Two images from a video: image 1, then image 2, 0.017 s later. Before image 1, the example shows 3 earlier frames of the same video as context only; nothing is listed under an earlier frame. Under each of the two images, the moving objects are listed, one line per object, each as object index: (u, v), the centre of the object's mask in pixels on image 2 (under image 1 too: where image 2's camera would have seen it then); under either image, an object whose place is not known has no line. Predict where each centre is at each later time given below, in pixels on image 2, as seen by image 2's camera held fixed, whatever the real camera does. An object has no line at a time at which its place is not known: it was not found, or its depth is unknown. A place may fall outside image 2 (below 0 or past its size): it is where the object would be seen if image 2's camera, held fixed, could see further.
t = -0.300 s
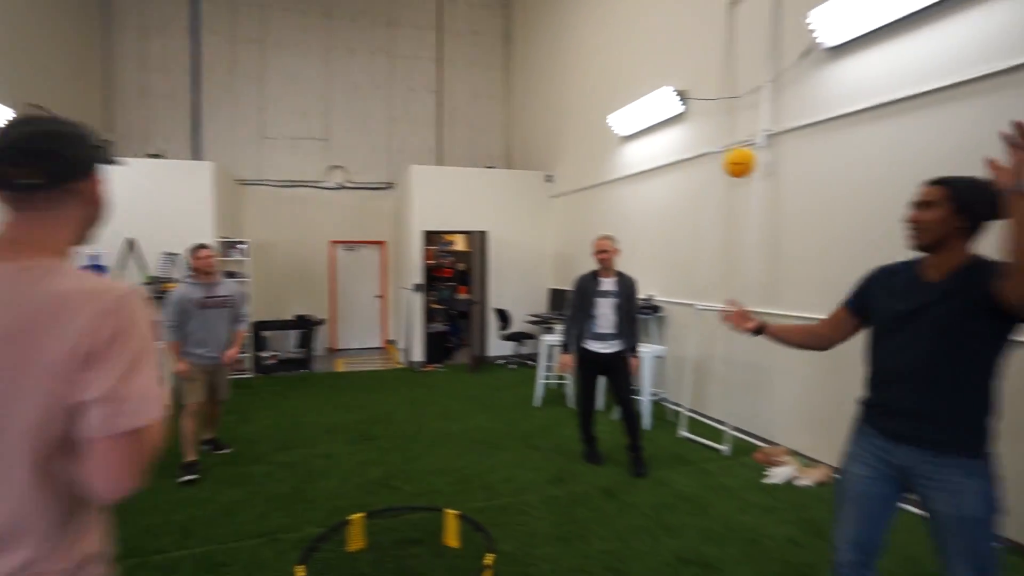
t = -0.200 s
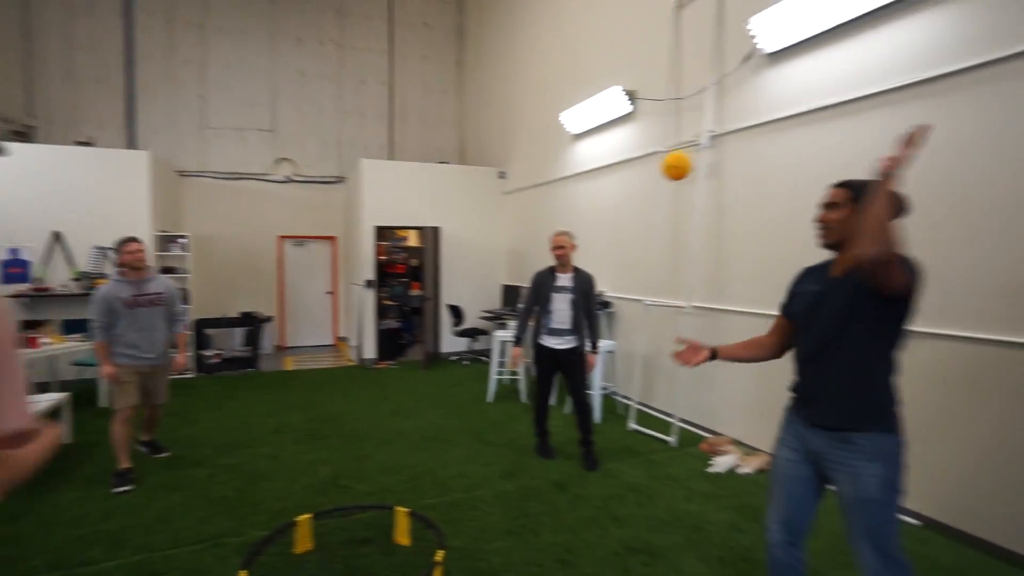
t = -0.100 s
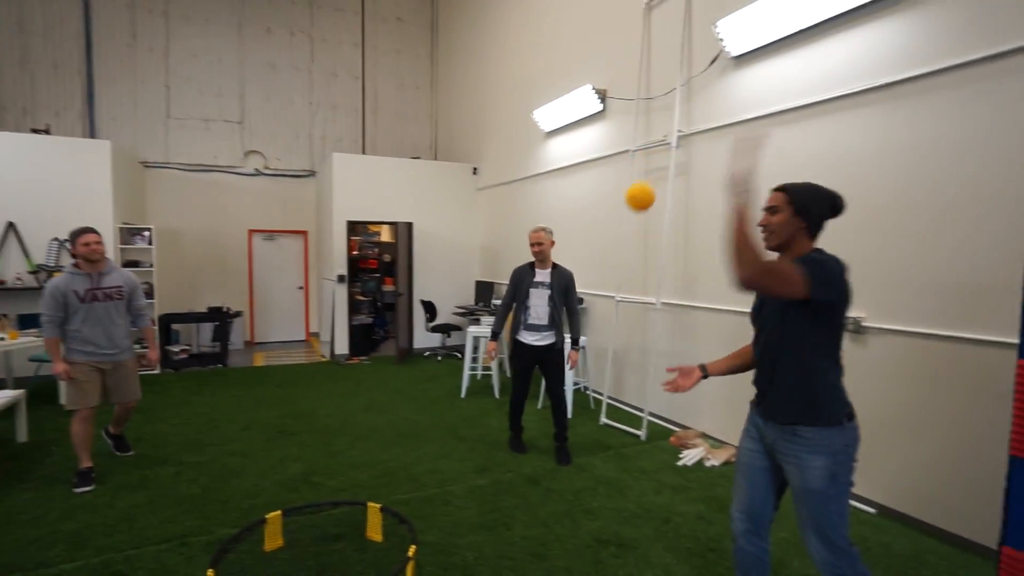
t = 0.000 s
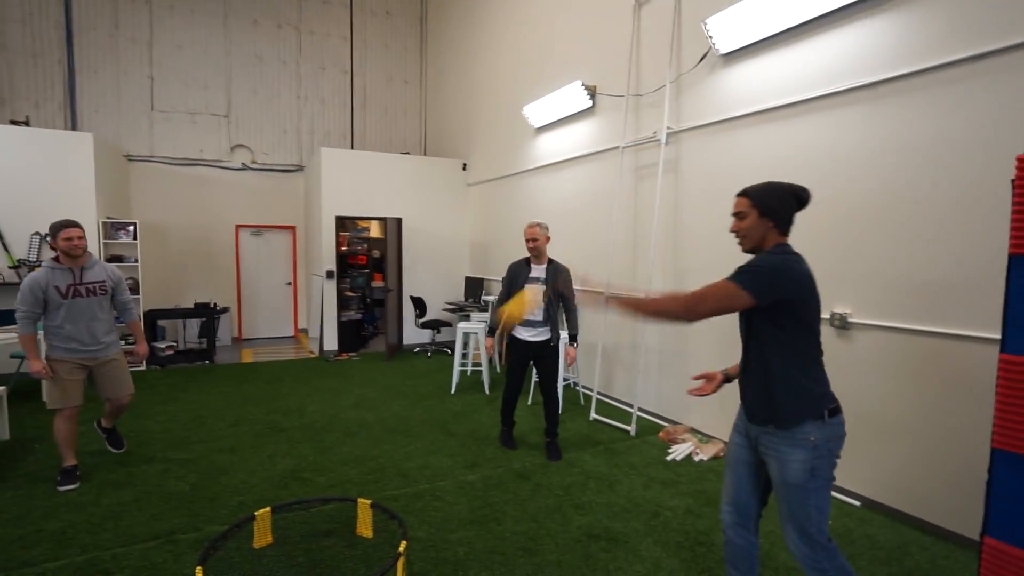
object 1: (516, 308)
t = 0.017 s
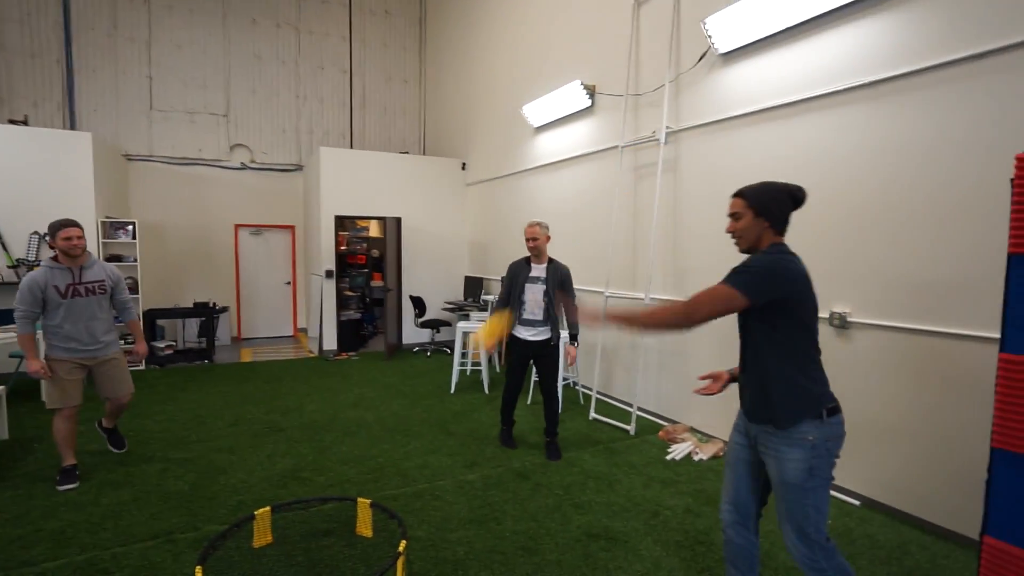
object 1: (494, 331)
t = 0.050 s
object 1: (433, 383)
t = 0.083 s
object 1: (385, 429)
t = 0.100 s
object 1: (363, 451)
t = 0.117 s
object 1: (341, 473)
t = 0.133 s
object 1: (320, 493)
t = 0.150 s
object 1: (302, 513)
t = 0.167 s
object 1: (285, 531)
